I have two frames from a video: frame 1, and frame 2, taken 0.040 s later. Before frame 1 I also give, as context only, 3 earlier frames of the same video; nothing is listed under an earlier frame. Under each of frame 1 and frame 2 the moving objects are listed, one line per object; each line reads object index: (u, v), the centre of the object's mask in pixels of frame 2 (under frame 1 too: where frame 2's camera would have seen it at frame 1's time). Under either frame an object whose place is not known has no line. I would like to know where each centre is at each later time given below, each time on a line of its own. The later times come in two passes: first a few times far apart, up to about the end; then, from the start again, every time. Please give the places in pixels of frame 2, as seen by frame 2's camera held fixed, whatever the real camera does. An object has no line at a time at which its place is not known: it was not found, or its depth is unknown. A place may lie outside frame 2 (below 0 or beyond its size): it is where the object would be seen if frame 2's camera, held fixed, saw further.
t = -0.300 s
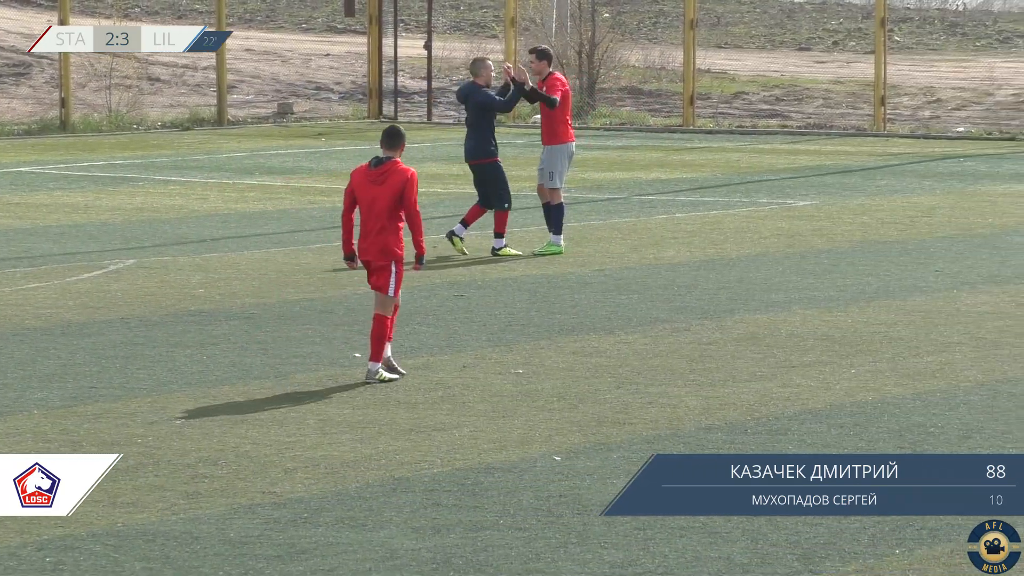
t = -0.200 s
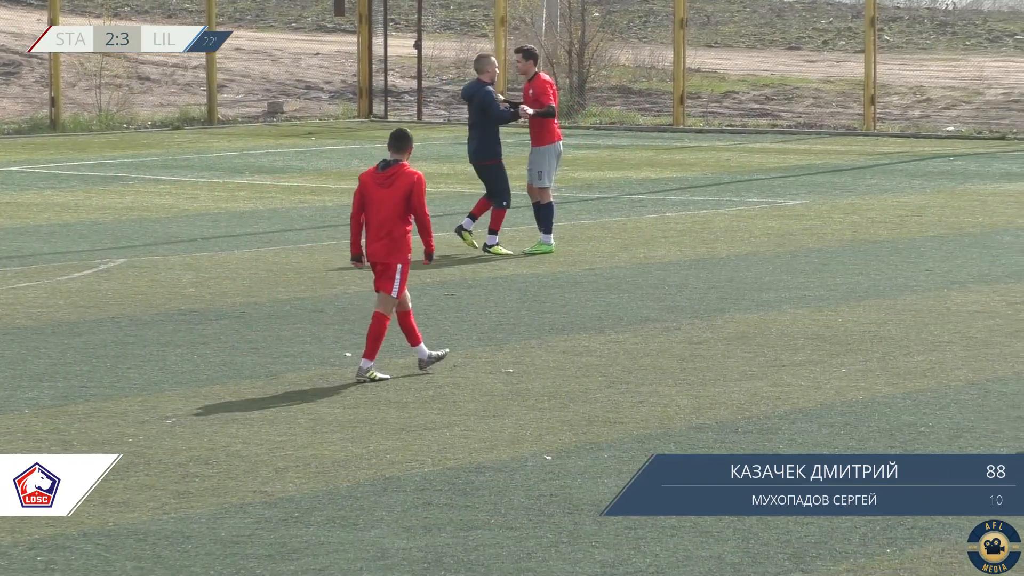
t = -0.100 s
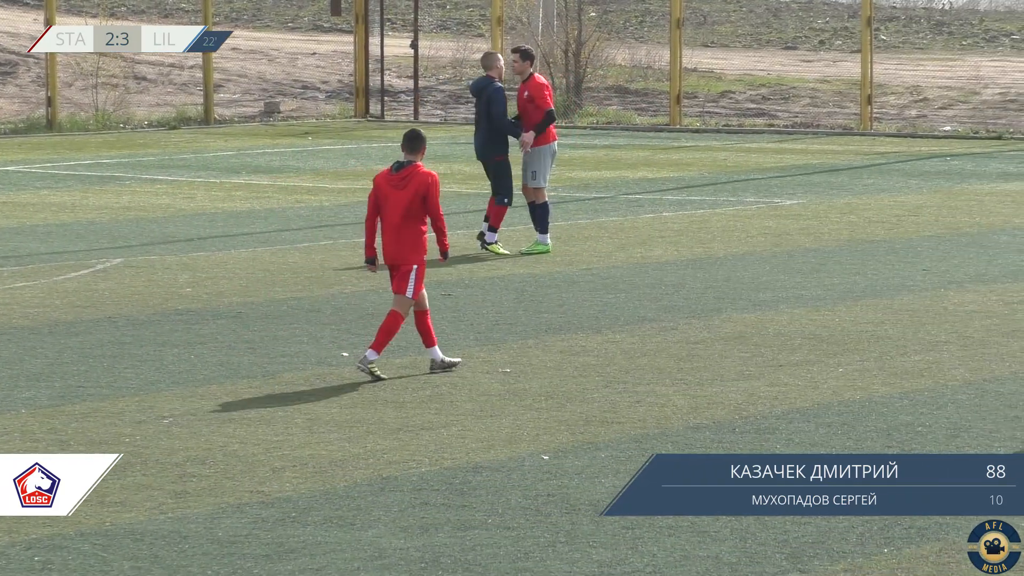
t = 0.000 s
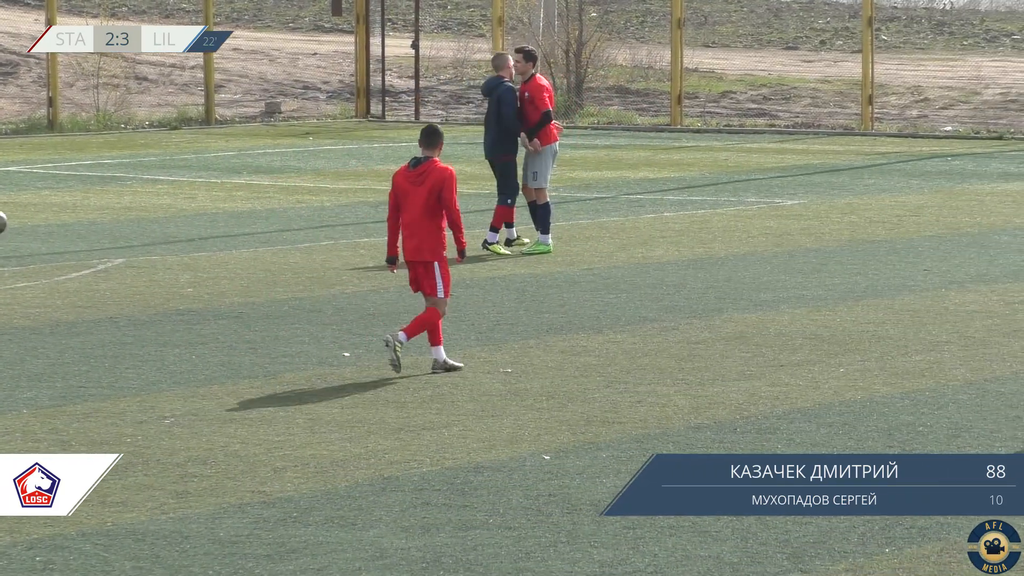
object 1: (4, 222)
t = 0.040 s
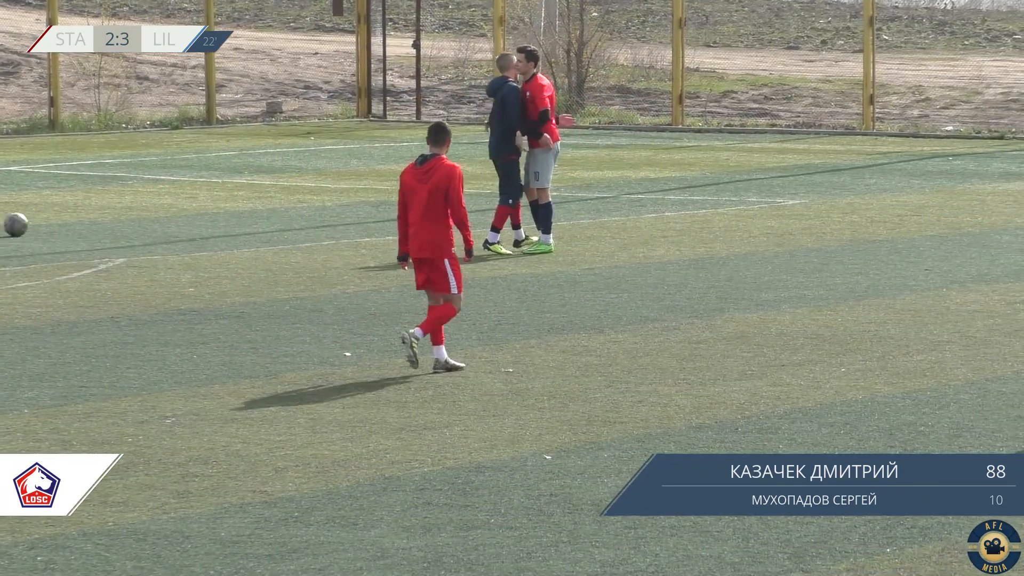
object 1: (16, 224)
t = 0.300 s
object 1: (139, 225)
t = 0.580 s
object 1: (267, 227)
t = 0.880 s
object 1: (398, 229)
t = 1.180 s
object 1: (523, 231)
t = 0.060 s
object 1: (25, 224)
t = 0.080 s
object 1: (35, 223)
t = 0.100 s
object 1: (45, 223)
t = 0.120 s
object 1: (54, 224)
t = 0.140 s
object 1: (64, 225)
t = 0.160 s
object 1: (73, 224)
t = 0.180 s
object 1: (83, 224)
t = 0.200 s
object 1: (92, 223)
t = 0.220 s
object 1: (102, 223)
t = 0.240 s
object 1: (111, 223)
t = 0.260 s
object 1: (121, 225)
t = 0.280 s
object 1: (130, 226)
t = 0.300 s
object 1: (139, 225)
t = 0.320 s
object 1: (149, 225)
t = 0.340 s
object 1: (158, 224)
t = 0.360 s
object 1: (167, 225)
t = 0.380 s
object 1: (177, 226)
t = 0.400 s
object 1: (186, 226)
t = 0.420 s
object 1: (195, 226)
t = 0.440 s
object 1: (204, 226)
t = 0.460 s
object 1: (213, 226)
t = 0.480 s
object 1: (222, 226)
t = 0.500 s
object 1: (231, 226)
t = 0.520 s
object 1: (240, 226)
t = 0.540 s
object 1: (249, 226)
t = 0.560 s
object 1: (258, 227)
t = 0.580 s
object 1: (267, 227)
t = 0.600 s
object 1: (276, 226)
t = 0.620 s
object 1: (285, 226)
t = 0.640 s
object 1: (294, 226)
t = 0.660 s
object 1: (303, 227)
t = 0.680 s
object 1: (312, 227)
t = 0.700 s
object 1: (321, 227)
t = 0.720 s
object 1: (329, 227)
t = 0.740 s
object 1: (338, 227)
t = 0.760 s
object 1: (347, 228)
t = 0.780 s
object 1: (355, 228)
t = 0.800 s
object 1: (364, 228)
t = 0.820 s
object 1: (372, 228)
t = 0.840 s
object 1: (381, 228)
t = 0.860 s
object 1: (390, 229)
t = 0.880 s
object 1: (398, 229)
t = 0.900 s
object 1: (406, 229)
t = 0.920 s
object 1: (415, 229)
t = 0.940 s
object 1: (423, 229)
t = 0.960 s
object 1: (432, 230)
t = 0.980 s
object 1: (440, 230)
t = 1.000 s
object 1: (449, 229)
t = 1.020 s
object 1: (457, 229)
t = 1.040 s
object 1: (465, 230)
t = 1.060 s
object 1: (473, 230)
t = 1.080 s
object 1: (482, 231)
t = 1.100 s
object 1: (490, 231)
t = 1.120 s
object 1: (498, 230)
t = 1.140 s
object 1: (506, 230)
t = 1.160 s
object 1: (514, 230)
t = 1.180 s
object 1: (523, 231)
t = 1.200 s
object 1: (531, 232)
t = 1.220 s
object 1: (539, 231)
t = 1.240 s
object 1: (547, 231)
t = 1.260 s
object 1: (553, 231)
